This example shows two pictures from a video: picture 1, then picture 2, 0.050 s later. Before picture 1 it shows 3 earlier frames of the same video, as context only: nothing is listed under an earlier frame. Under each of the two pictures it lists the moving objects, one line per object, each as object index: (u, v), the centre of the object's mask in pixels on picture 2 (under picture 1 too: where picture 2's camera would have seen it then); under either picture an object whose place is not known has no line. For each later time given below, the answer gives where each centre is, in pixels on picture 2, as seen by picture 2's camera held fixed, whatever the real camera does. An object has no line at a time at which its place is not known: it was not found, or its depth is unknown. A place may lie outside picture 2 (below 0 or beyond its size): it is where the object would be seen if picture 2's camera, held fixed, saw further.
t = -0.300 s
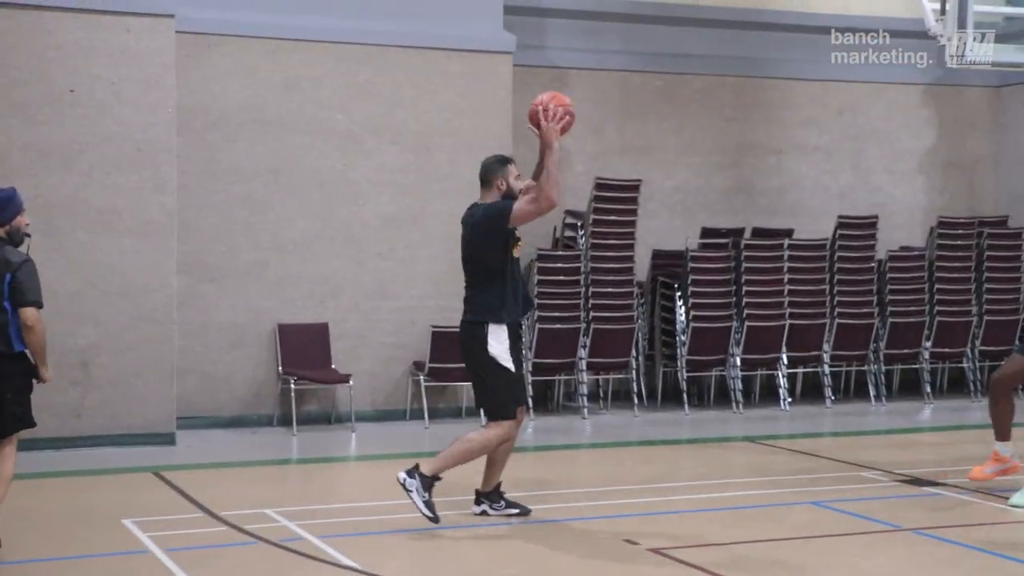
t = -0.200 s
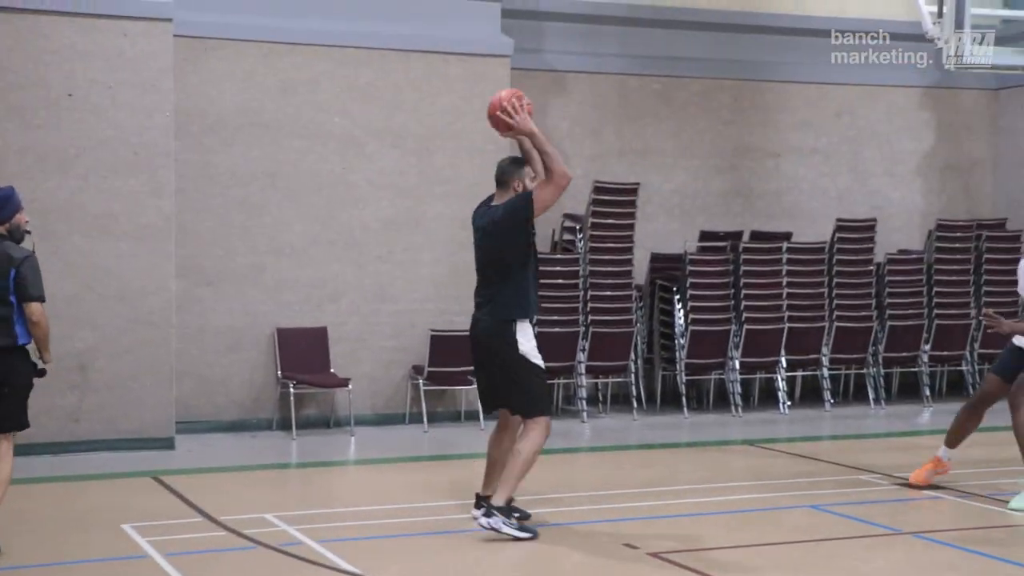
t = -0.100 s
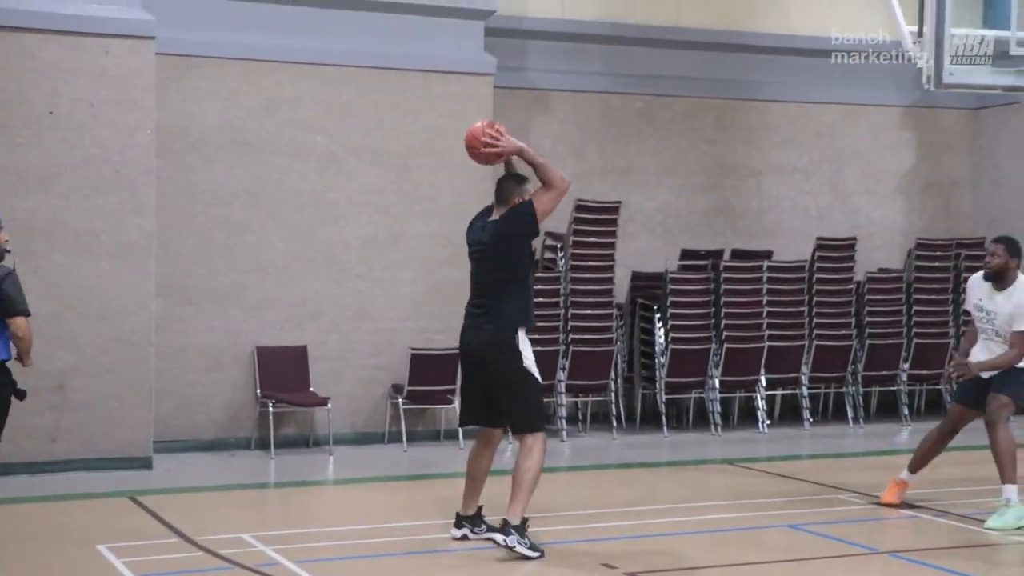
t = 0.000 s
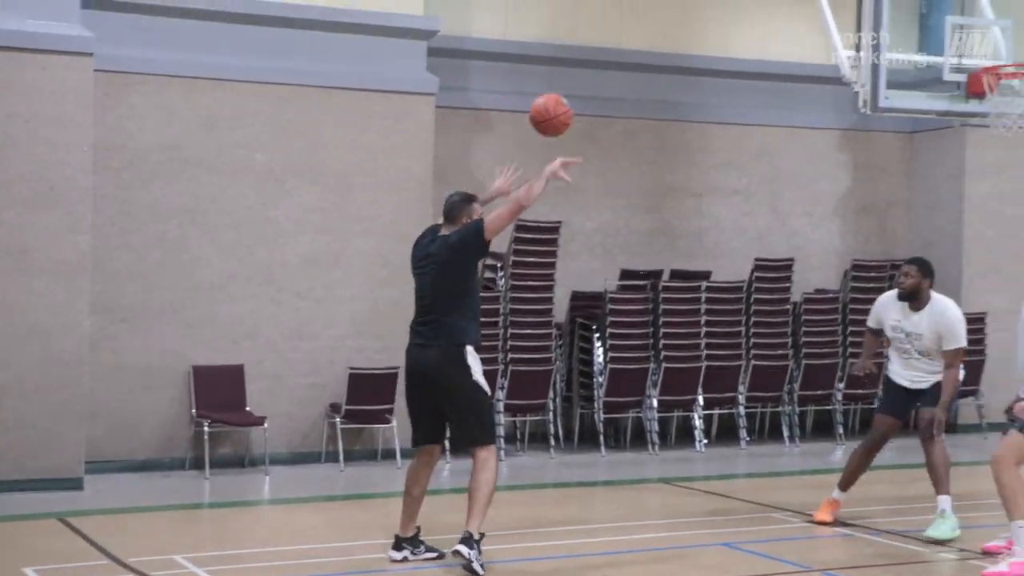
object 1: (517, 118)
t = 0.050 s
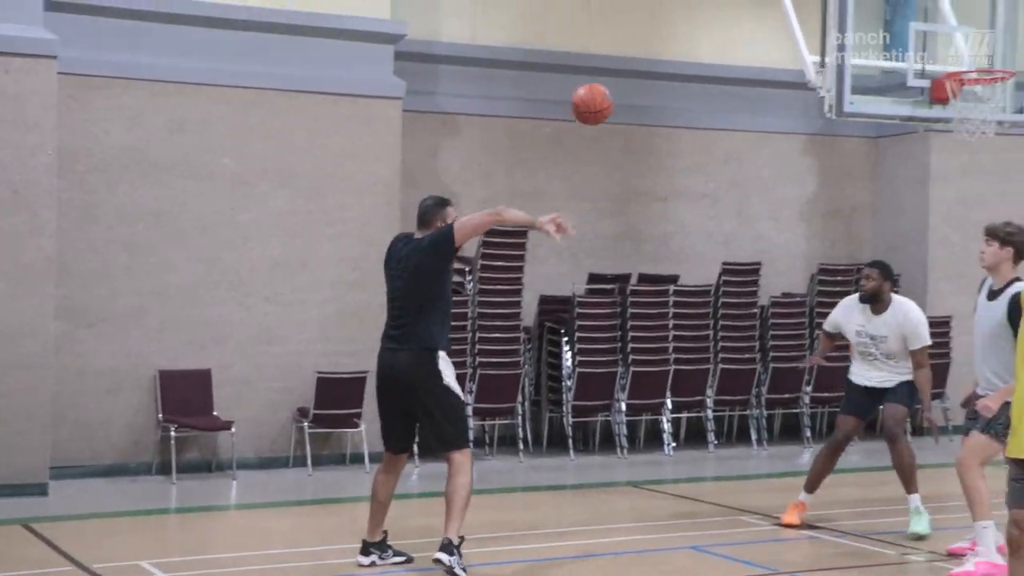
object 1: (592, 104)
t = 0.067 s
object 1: (615, 100)
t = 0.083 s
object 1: (638, 97)
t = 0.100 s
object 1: (660, 94)
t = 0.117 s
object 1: (682, 92)
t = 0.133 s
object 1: (703, 90)
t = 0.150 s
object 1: (725, 89)
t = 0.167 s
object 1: (746, 88)
